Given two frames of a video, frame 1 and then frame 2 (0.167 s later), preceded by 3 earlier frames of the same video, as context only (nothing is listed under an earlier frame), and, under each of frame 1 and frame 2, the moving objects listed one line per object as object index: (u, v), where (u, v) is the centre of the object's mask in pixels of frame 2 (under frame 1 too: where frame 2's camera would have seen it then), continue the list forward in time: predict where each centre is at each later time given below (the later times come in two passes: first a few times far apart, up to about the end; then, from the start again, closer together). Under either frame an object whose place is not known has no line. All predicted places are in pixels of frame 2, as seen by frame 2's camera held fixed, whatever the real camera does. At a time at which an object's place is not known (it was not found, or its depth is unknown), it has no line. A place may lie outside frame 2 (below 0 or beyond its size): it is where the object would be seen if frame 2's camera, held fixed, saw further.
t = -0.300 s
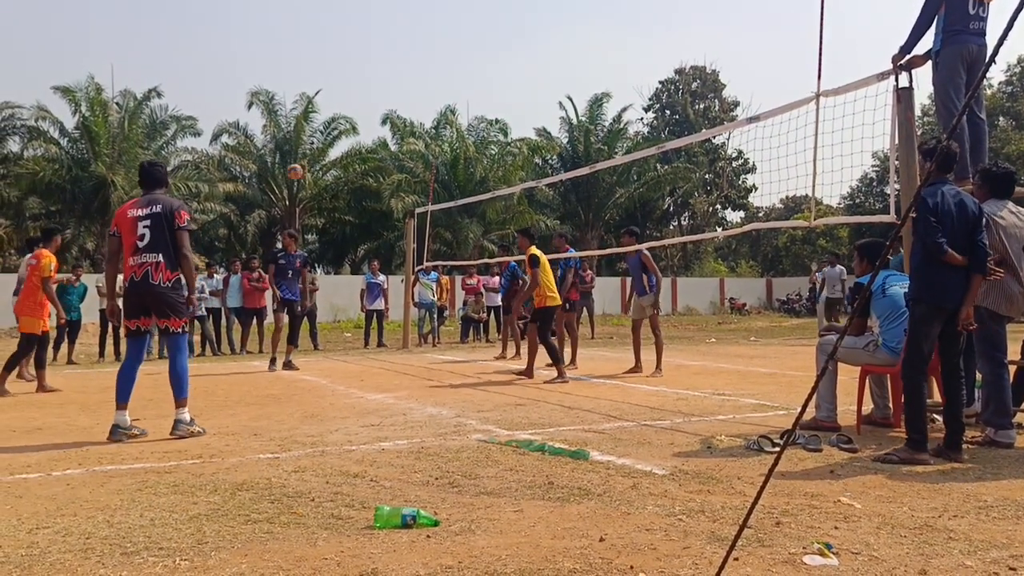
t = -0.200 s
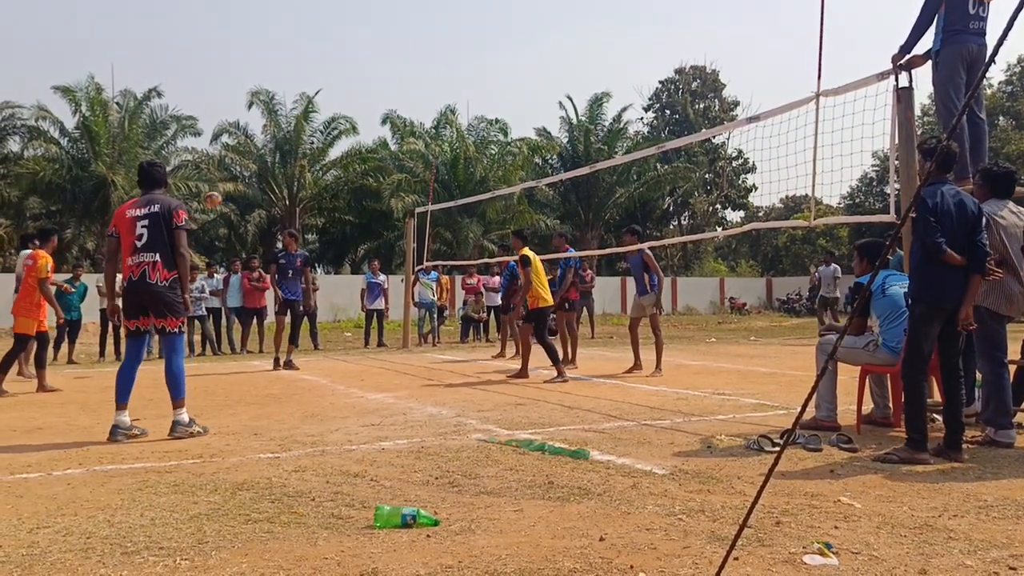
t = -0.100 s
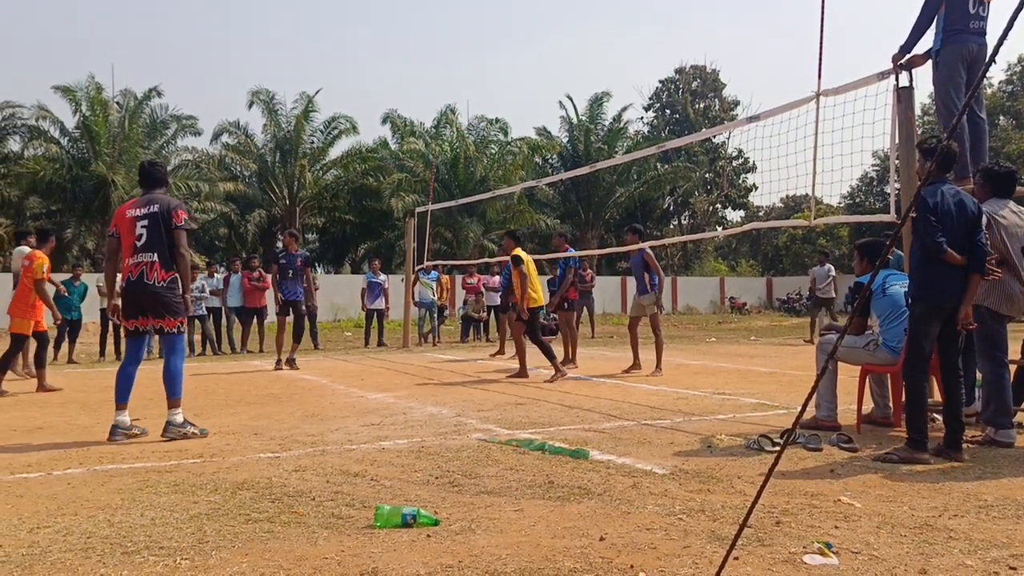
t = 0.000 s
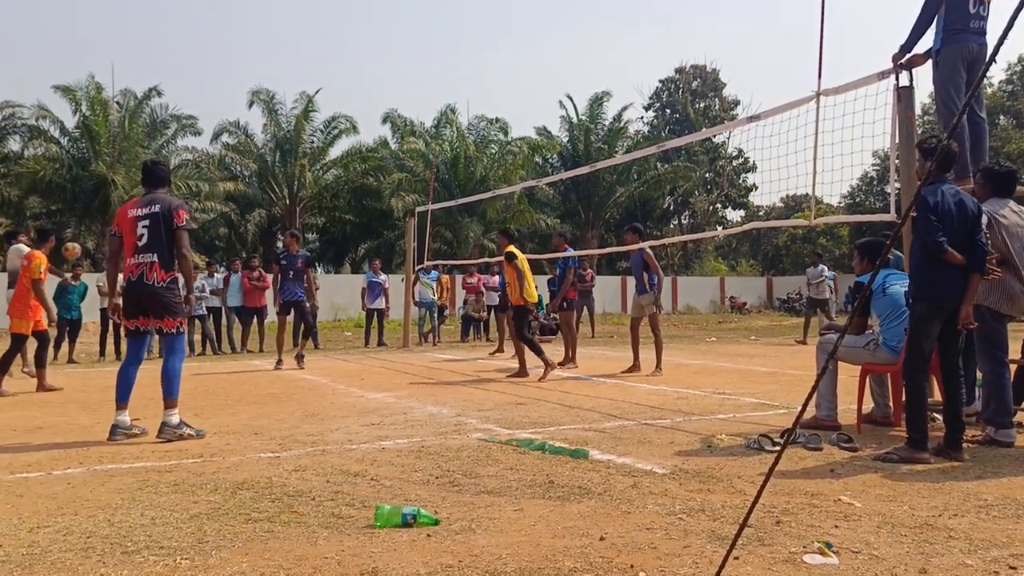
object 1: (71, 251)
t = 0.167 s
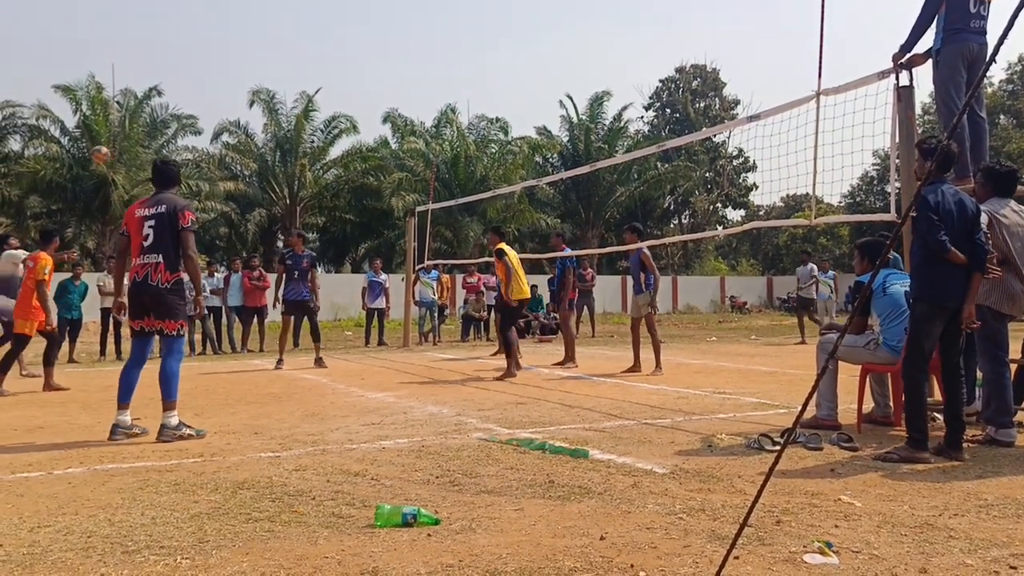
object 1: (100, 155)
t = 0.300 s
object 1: (119, 94)
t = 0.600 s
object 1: (154, 5)
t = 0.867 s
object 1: (181, -15)
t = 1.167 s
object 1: (210, 20)
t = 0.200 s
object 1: (106, 138)
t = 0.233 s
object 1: (111, 122)
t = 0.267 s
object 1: (116, 107)
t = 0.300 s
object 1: (119, 94)
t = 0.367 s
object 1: (127, 67)
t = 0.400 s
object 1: (131, 56)
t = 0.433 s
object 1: (135, 45)
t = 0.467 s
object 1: (139, 35)
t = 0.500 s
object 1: (143, 26)
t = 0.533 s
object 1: (146, 18)
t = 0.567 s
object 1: (150, 11)
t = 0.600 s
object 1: (154, 5)
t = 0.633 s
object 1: (158, -1)
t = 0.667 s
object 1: (161, -6)
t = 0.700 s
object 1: (165, -9)
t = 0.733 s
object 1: (168, -11)
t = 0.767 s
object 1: (172, -13)
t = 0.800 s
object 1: (175, -14)
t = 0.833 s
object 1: (178, -14)
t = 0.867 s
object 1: (181, -15)
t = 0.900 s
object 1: (185, -14)
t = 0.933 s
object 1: (188, -14)
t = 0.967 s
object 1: (190, -12)
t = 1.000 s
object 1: (194, -9)
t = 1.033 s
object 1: (197, -5)
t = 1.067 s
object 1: (200, -1)
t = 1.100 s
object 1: (203, 5)
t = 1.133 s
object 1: (207, 12)
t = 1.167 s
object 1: (210, 20)
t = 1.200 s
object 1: (213, 28)
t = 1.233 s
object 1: (217, 36)
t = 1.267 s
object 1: (219, 46)
